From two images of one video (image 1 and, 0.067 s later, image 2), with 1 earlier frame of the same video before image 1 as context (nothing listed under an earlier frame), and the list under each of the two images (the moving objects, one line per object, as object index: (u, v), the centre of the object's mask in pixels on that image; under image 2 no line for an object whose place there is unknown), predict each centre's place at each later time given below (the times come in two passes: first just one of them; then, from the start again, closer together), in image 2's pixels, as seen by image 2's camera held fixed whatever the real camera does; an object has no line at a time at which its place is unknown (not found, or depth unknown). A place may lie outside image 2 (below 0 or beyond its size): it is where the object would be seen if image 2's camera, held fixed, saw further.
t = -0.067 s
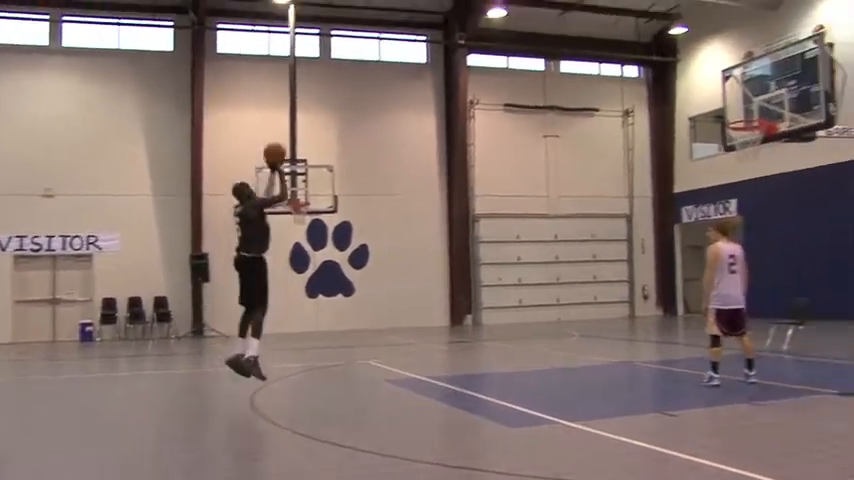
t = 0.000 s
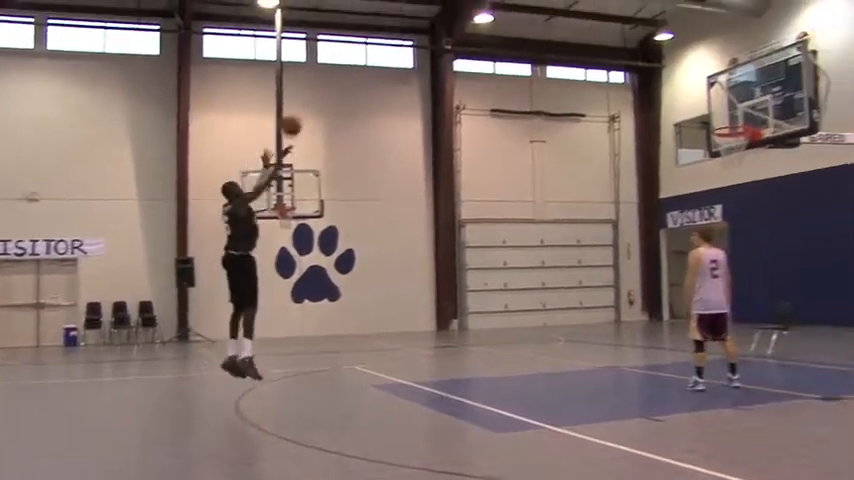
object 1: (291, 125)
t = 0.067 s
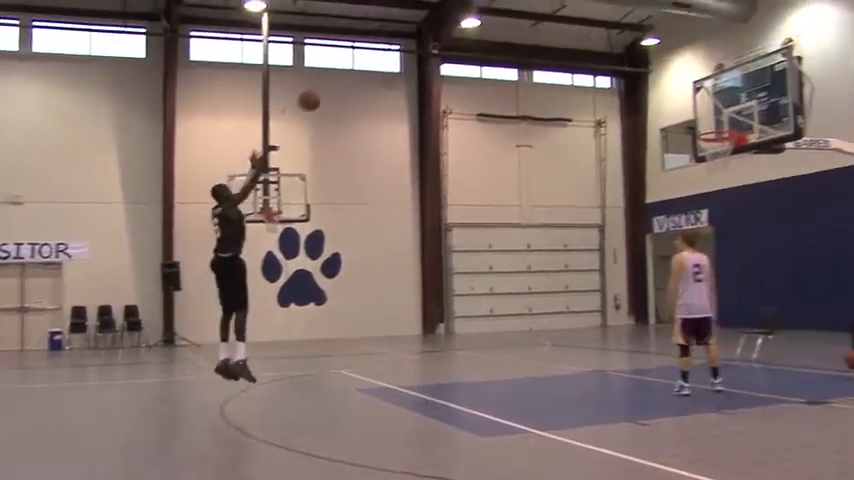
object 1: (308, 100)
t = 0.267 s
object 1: (401, 35)
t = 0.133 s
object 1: (341, 76)
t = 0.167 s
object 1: (356, 64)
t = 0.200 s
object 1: (372, 54)
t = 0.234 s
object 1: (387, 44)
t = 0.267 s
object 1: (401, 35)
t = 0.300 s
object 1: (416, 30)
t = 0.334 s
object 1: (431, 25)
